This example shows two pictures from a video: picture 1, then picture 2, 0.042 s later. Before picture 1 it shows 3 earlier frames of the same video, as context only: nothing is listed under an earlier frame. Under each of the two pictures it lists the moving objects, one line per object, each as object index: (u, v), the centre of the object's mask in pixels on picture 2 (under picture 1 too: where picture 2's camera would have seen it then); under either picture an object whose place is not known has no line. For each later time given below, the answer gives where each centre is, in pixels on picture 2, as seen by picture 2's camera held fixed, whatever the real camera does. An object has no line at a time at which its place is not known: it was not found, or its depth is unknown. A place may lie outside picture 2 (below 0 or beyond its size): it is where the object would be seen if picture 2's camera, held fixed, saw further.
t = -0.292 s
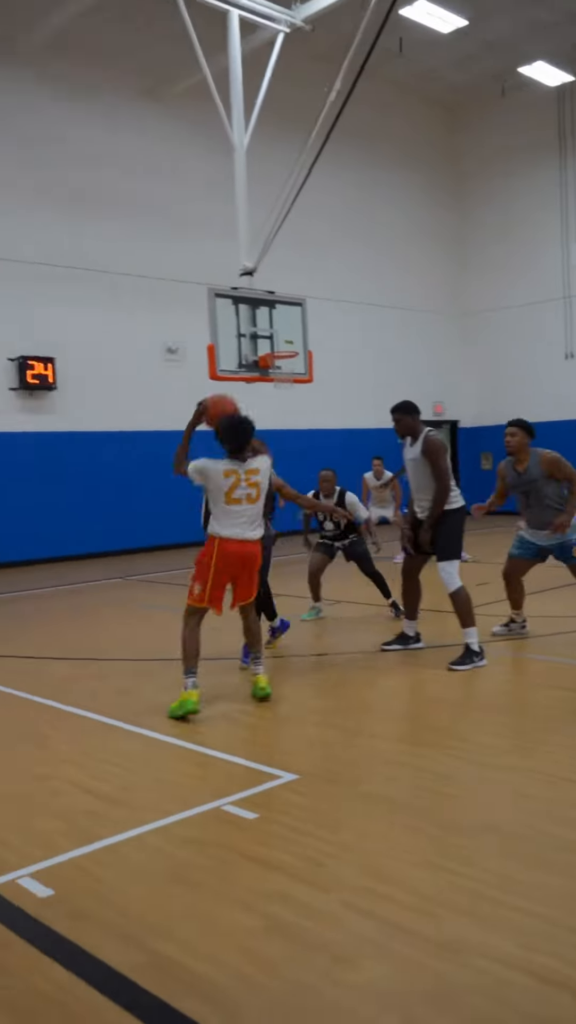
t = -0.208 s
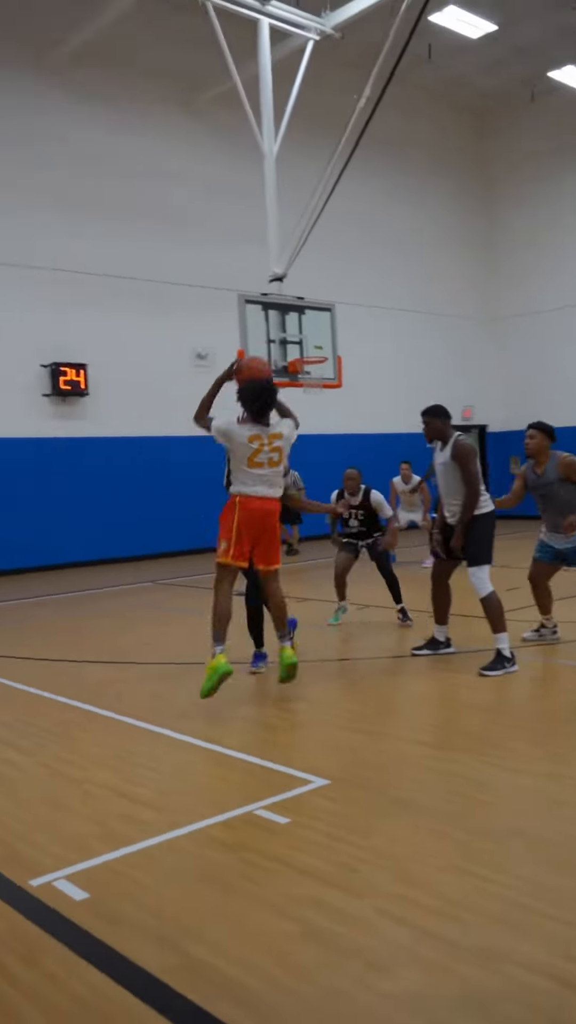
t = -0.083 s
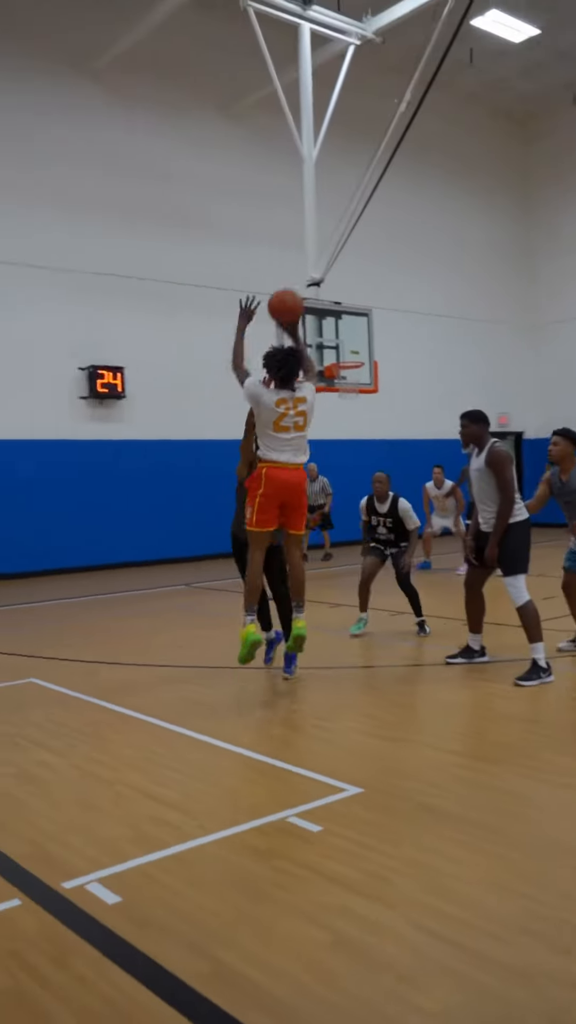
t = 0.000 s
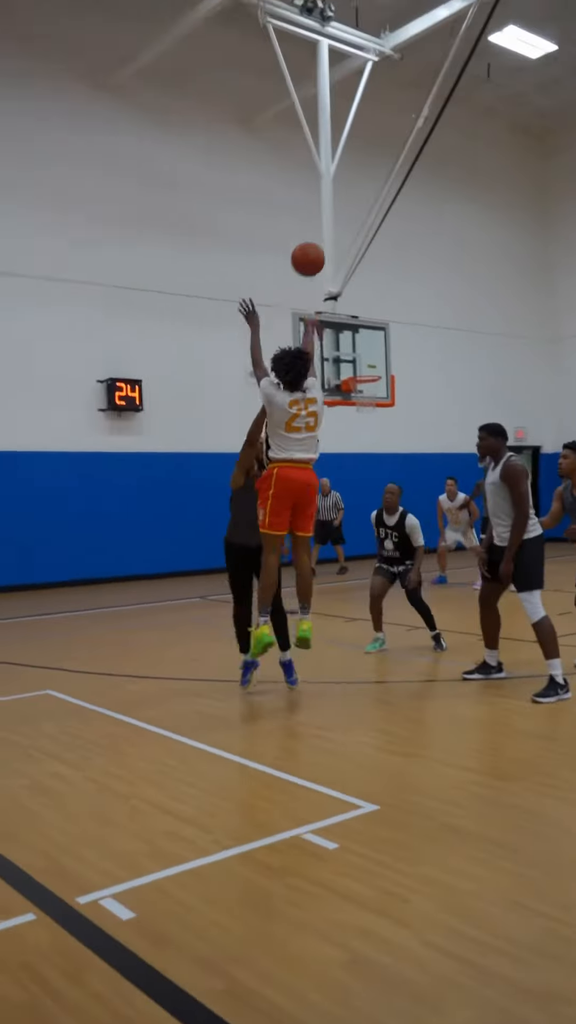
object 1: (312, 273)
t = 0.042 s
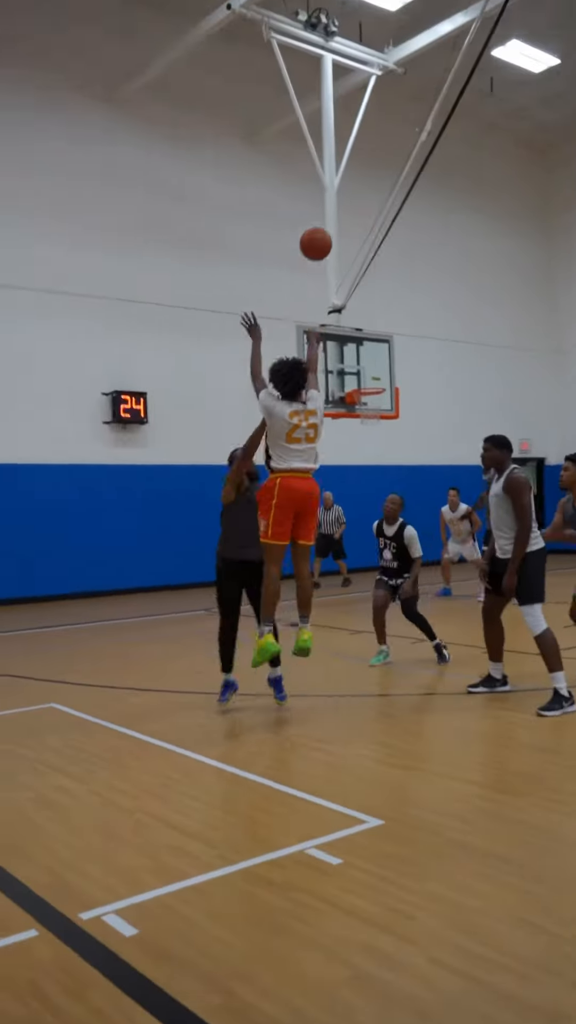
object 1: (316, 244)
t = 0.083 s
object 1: (319, 227)
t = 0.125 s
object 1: (322, 208)
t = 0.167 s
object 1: (324, 198)
